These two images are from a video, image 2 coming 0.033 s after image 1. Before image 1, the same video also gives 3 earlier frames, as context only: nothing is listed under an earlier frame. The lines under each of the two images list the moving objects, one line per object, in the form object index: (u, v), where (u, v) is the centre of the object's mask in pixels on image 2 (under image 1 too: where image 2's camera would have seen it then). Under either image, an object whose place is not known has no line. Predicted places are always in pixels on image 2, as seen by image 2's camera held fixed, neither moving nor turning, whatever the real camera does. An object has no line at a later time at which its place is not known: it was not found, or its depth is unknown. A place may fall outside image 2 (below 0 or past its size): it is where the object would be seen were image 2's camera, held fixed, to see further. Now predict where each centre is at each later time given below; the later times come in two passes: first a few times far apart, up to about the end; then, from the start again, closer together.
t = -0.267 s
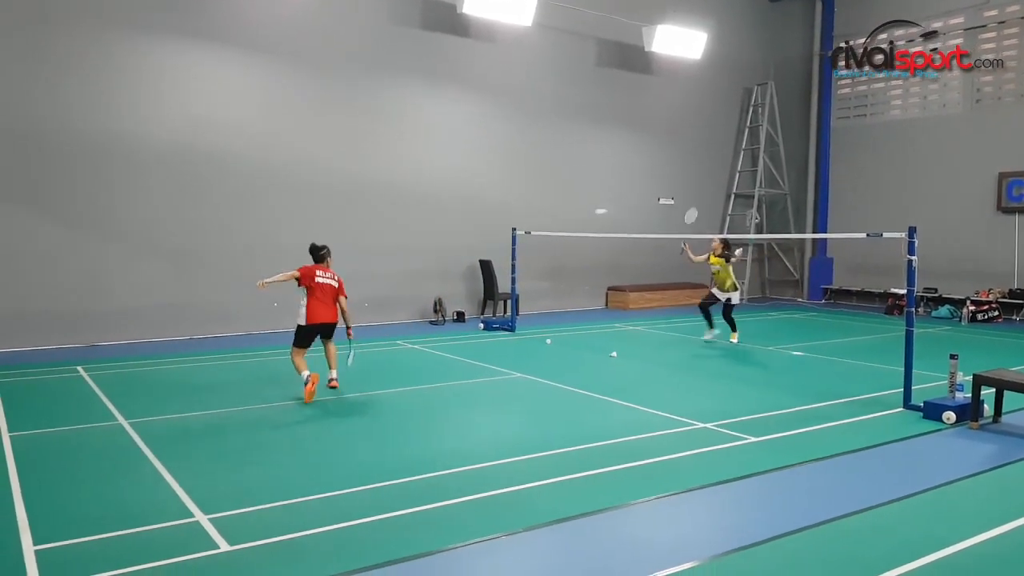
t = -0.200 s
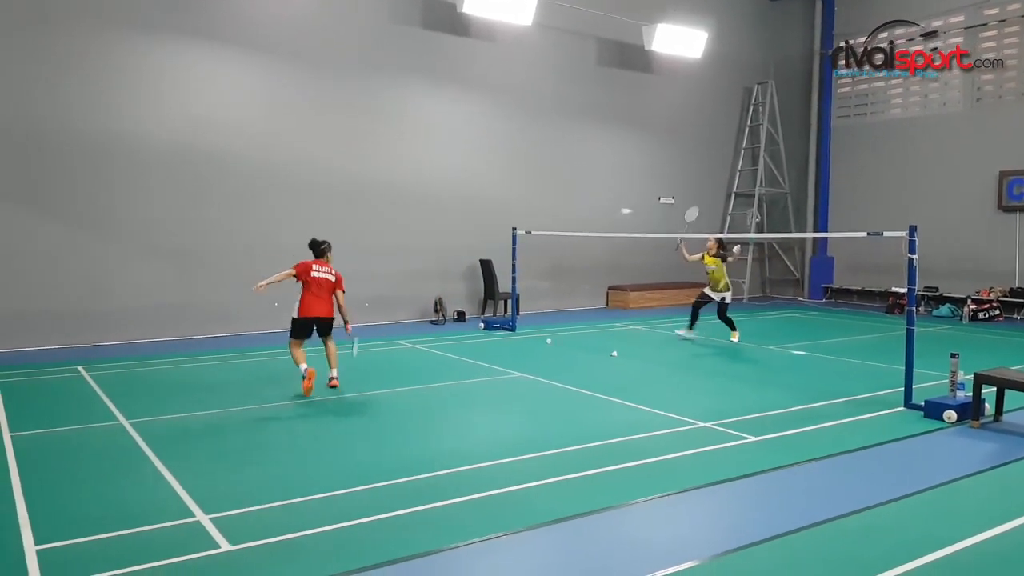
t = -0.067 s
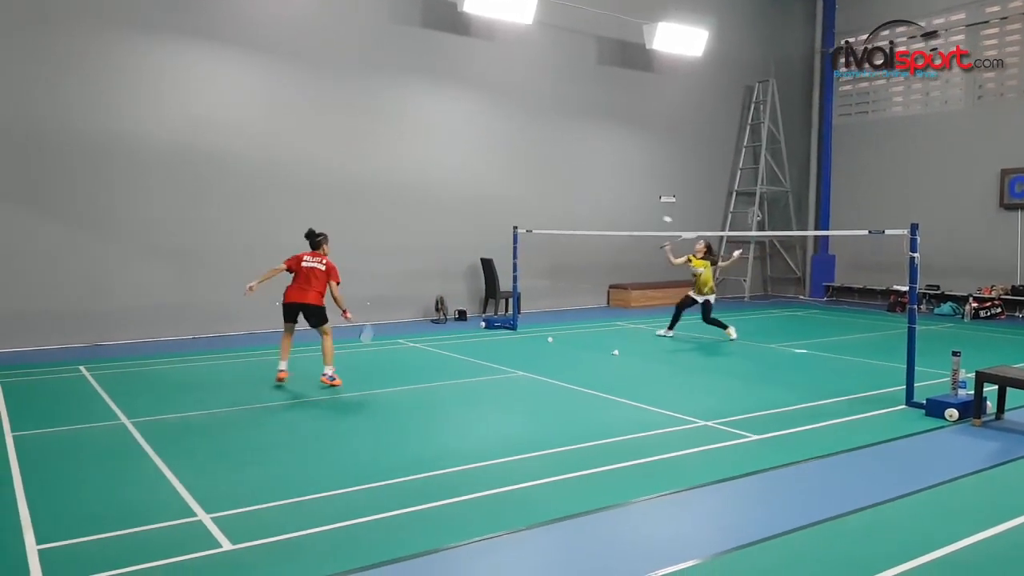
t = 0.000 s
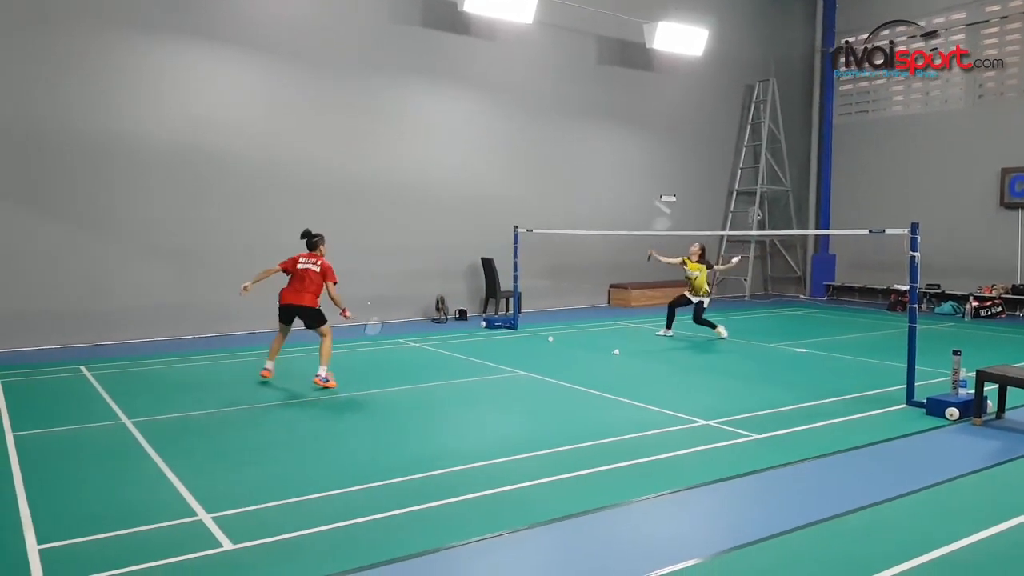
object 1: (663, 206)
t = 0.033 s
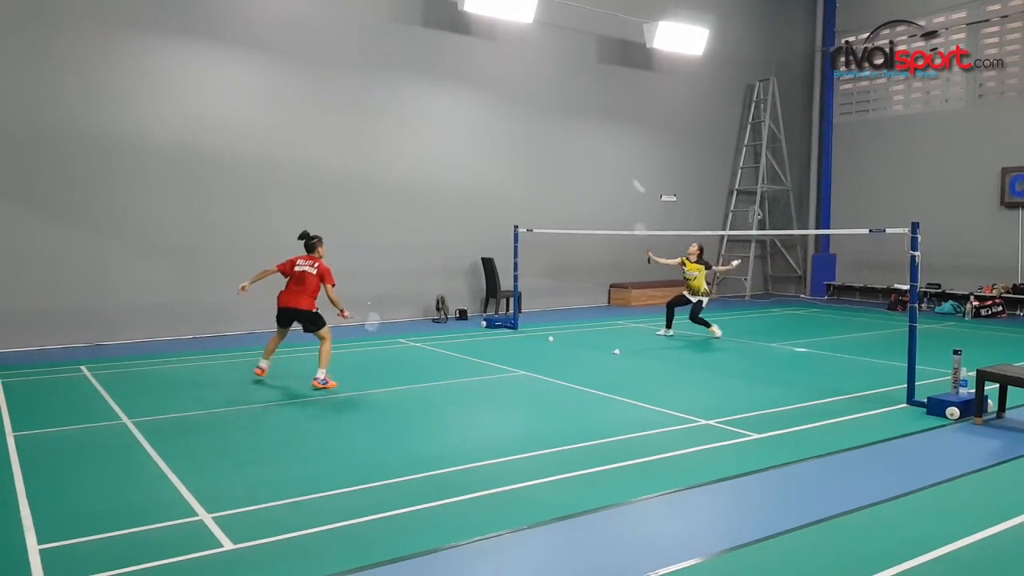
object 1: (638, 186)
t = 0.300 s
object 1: (501, 83)
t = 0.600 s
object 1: (370, 52)
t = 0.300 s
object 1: (501, 83)
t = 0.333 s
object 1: (485, 76)
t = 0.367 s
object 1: (471, 69)
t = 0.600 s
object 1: (370, 52)
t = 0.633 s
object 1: (356, 53)
